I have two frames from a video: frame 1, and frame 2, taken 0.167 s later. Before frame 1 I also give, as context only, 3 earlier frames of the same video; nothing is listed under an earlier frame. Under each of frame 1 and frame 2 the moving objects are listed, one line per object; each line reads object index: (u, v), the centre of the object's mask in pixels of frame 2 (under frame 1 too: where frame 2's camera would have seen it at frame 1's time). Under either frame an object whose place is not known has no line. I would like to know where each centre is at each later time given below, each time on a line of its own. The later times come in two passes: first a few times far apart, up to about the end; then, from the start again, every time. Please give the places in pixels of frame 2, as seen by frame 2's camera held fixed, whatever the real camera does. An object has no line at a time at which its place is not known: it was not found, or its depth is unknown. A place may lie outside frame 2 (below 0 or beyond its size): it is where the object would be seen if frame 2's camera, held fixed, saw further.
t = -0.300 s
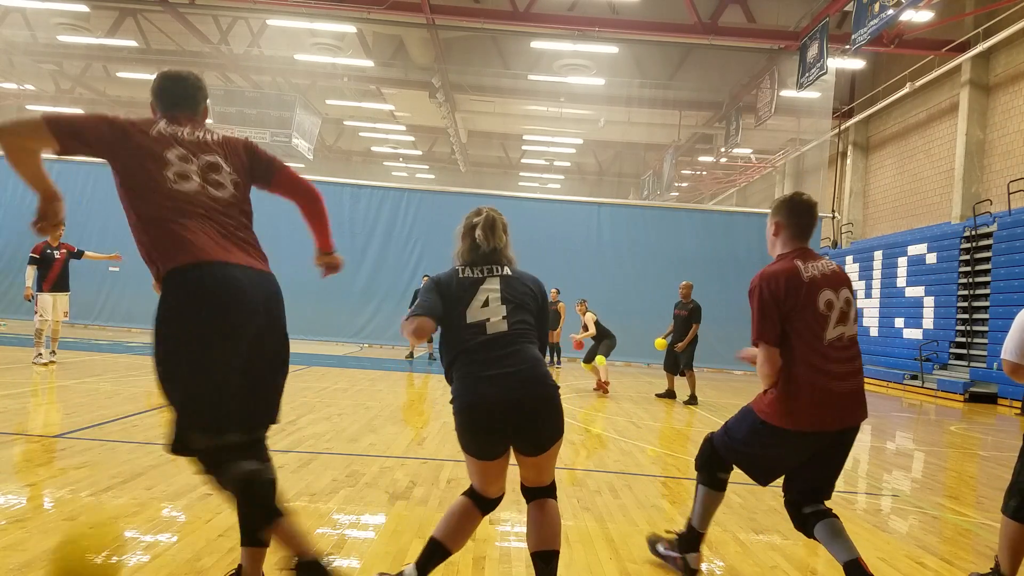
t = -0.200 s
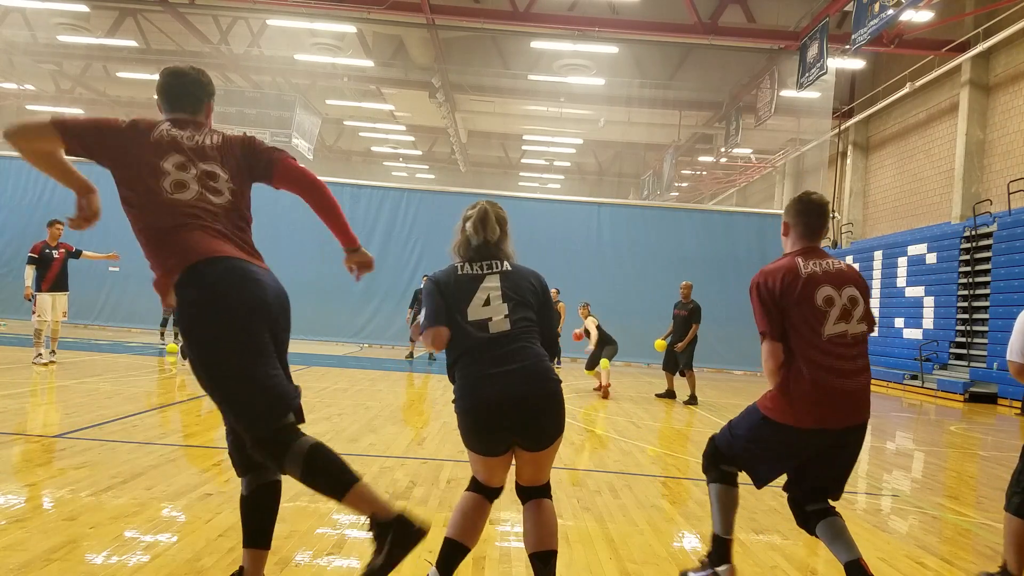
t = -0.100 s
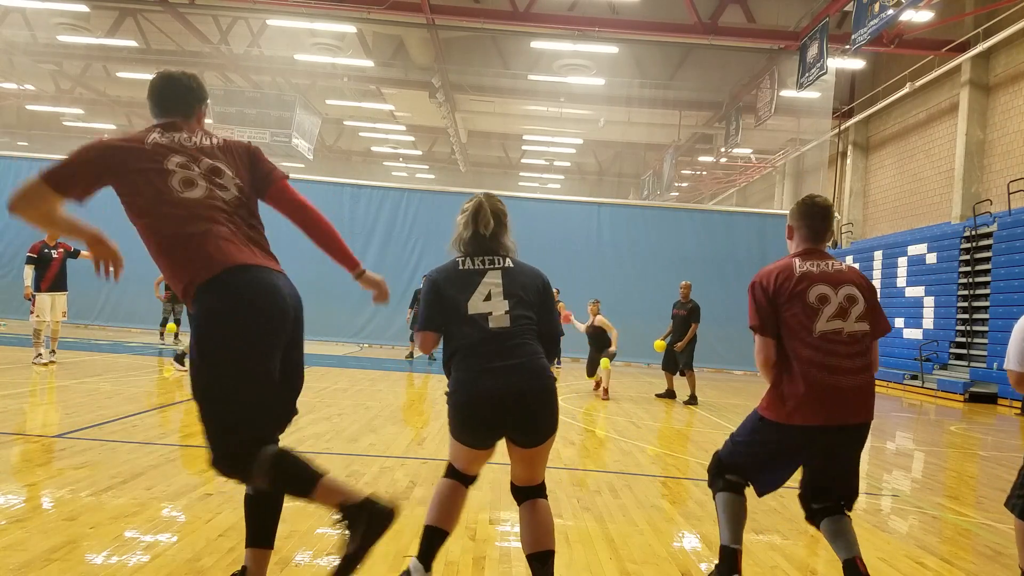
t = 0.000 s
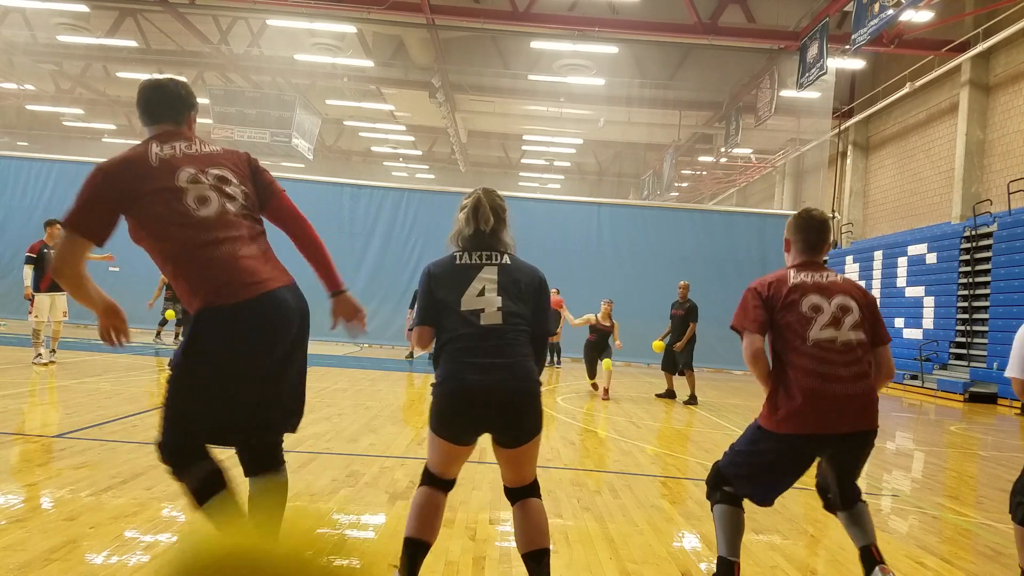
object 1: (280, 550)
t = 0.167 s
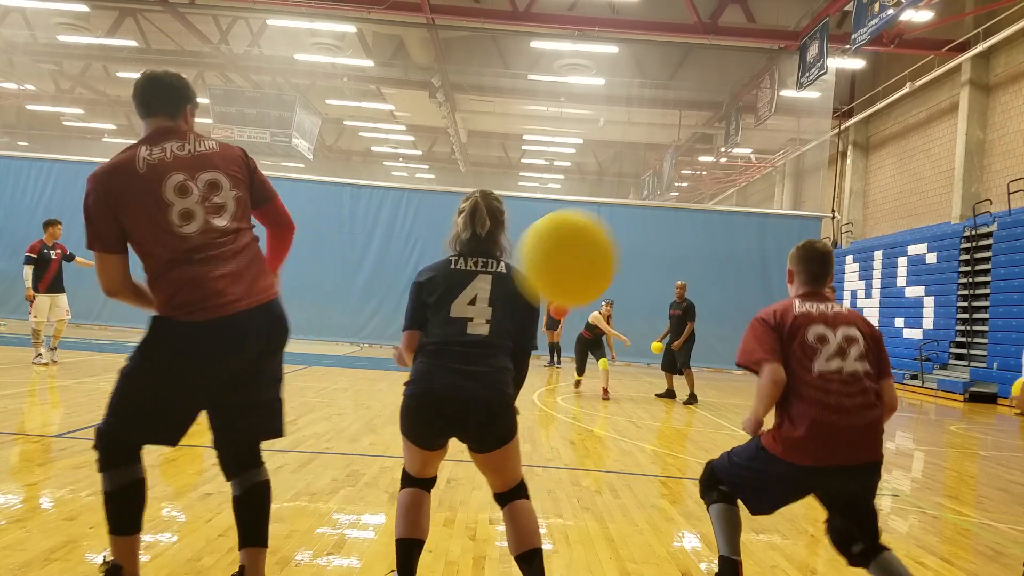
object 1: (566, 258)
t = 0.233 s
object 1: (610, 234)
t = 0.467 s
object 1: (686, 269)
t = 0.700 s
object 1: (716, 376)
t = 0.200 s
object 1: (591, 243)
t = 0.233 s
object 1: (610, 234)
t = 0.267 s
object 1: (627, 230)
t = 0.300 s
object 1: (641, 230)
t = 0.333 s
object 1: (653, 233)
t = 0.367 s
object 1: (663, 239)
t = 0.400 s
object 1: (671, 247)
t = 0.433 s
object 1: (679, 257)
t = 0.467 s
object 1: (686, 269)
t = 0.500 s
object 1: (691, 282)
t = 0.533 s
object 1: (697, 295)
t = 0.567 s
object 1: (701, 310)
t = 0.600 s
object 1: (705, 326)
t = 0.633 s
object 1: (710, 342)
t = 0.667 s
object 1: (713, 358)
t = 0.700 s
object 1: (716, 376)
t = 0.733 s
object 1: (719, 393)
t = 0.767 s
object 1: (722, 412)
